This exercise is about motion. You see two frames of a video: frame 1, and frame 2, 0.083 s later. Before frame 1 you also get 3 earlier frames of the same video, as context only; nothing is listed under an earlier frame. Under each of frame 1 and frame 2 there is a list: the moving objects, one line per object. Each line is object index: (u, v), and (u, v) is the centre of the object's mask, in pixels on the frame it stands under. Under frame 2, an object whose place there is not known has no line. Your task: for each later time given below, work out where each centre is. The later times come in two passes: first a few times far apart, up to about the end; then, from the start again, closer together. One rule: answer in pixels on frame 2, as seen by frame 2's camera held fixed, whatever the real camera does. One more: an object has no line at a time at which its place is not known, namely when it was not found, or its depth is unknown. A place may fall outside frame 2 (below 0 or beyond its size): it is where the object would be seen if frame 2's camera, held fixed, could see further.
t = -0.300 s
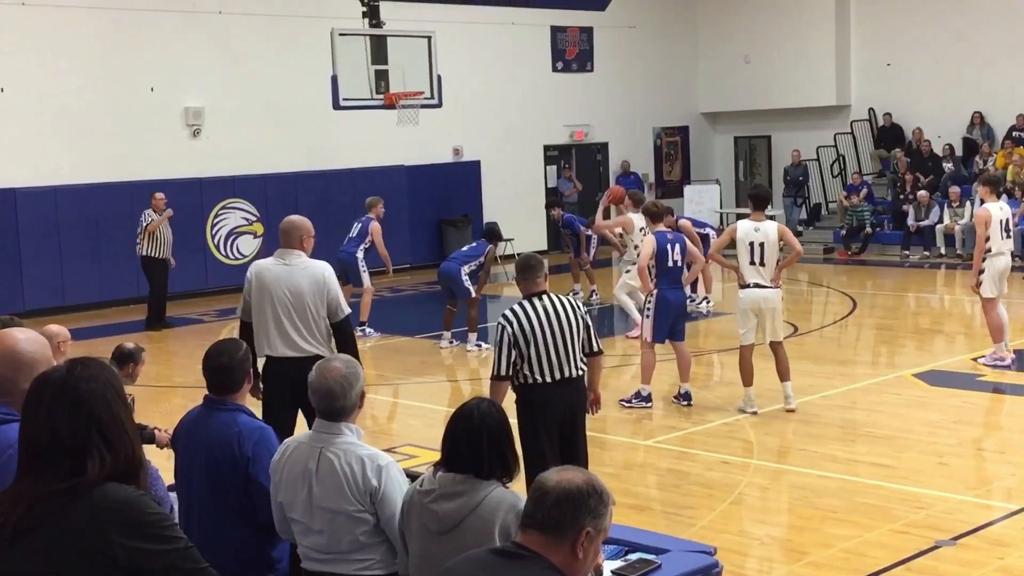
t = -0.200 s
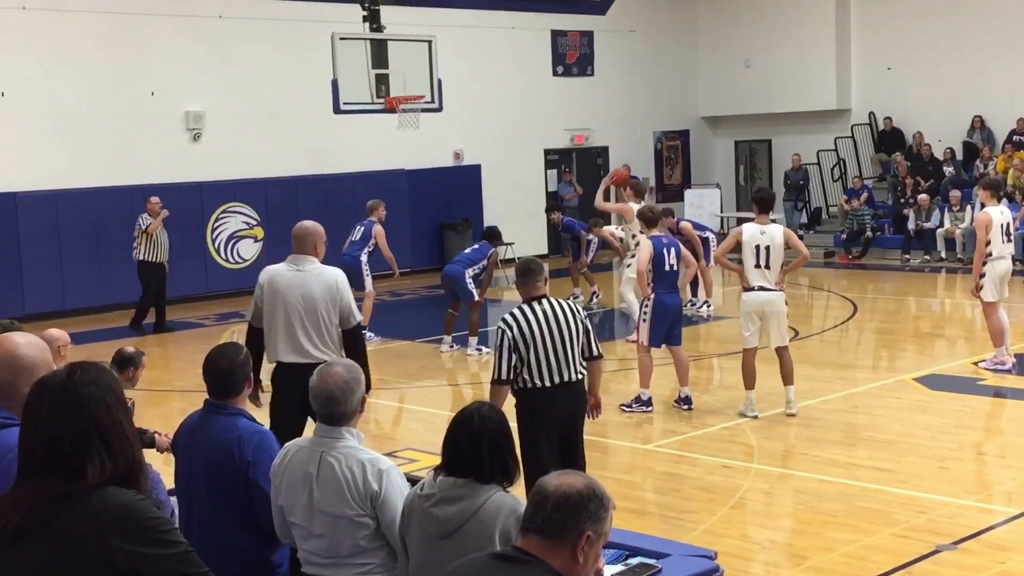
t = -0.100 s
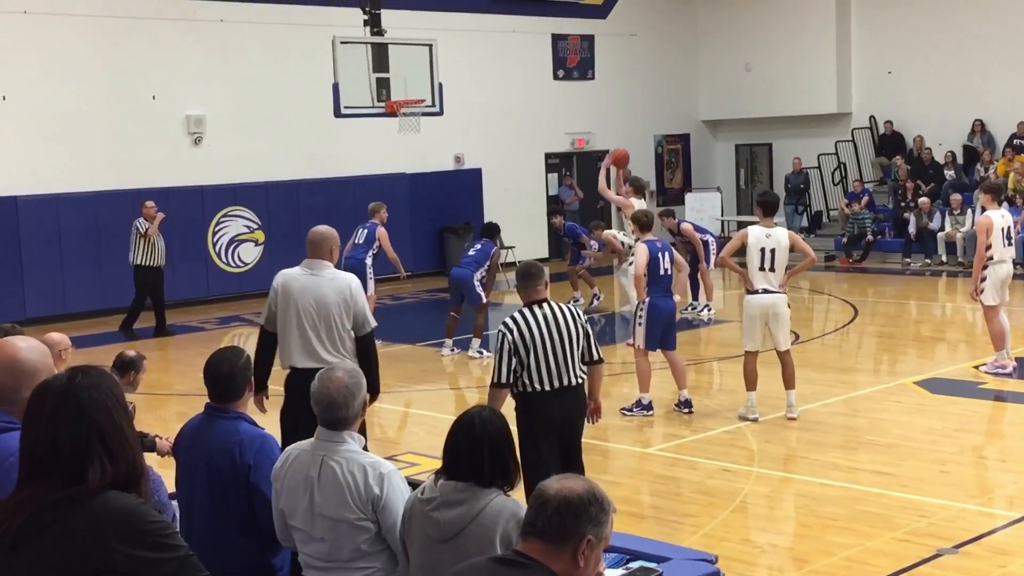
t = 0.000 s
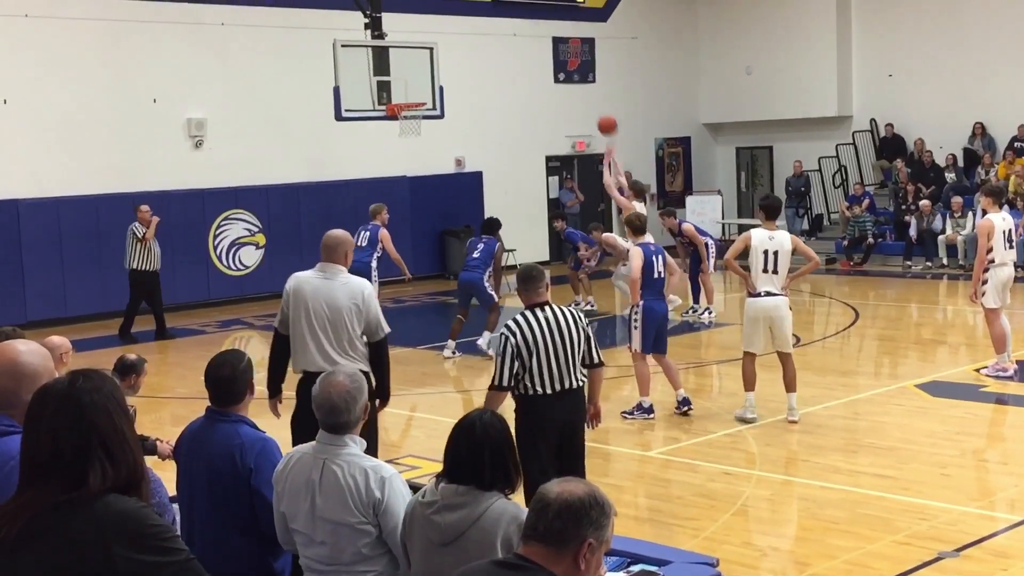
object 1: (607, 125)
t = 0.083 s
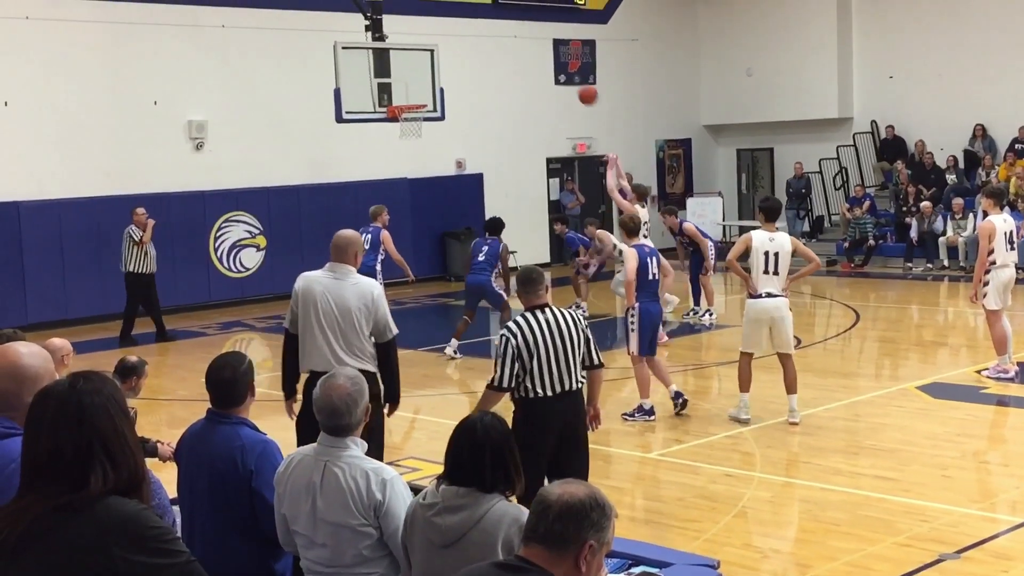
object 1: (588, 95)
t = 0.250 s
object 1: (550, 50)
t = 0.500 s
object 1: (499, 26)
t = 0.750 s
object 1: (455, 49)
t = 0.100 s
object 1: (584, 89)
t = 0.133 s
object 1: (576, 78)
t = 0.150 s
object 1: (573, 74)
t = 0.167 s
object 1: (569, 70)
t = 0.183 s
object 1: (565, 65)
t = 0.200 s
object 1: (561, 61)
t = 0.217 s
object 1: (557, 57)
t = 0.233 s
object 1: (554, 53)
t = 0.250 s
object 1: (550, 50)
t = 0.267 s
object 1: (546, 47)
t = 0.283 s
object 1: (543, 43)
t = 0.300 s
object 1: (539, 41)
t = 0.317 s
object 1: (536, 39)
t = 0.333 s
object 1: (533, 36)
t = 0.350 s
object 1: (529, 34)
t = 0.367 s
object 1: (525, 32)
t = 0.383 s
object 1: (522, 31)
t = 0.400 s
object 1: (519, 29)
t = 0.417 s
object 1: (515, 28)
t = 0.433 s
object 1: (512, 27)
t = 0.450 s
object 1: (509, 26)
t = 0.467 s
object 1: (506, 26)
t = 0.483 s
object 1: (503, 26)
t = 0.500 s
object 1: (499, 26)
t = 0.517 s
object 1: (496, 26)
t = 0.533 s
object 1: (493, 26)
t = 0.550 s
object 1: (490, 27)
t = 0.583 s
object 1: (484, 28)
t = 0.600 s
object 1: (481, 30)
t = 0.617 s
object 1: (478, 31)
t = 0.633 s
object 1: (475, 33)
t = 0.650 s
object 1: (472, 35)
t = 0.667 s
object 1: (469, 37)
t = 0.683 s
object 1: (466, 39)
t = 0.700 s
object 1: (463, 41)
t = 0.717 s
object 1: (460, 44)
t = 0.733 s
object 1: (458, 46)
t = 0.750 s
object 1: (455, 49)
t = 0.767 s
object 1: (452, 53)
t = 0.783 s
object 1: (449, 56)
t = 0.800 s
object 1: (447, 59)
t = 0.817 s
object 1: (444, 63)
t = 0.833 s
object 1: (442, 67)
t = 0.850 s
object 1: (440, 71)
